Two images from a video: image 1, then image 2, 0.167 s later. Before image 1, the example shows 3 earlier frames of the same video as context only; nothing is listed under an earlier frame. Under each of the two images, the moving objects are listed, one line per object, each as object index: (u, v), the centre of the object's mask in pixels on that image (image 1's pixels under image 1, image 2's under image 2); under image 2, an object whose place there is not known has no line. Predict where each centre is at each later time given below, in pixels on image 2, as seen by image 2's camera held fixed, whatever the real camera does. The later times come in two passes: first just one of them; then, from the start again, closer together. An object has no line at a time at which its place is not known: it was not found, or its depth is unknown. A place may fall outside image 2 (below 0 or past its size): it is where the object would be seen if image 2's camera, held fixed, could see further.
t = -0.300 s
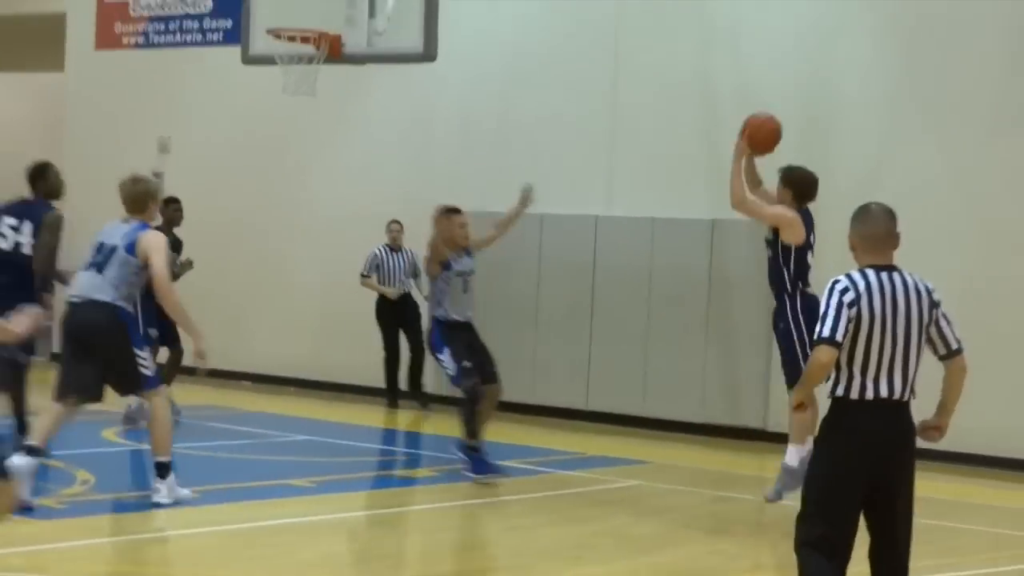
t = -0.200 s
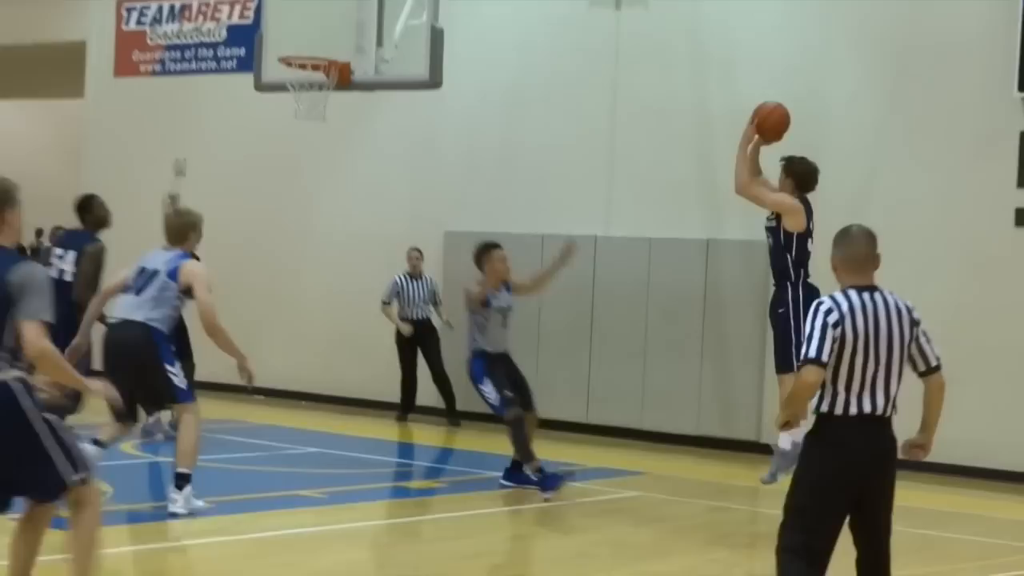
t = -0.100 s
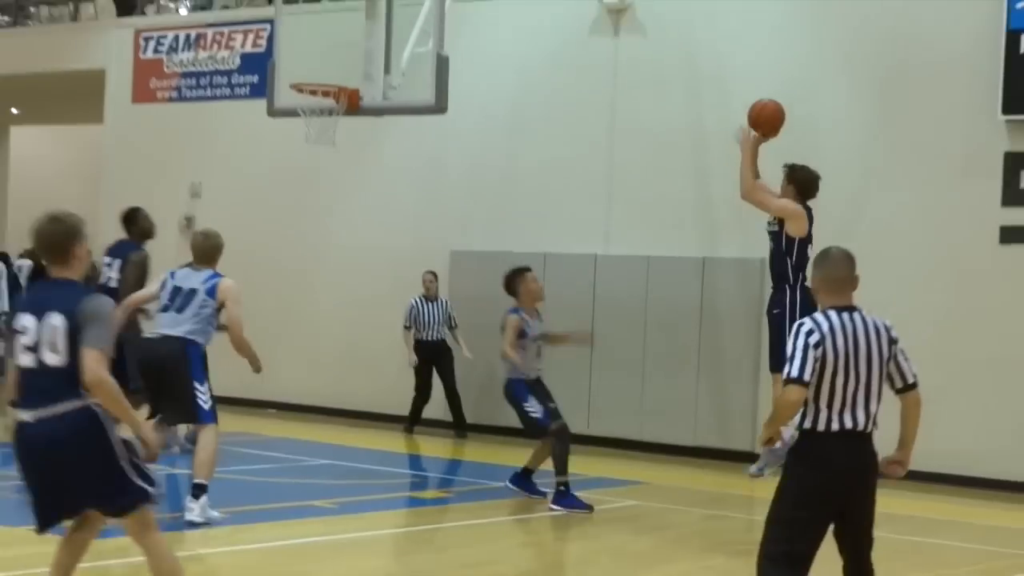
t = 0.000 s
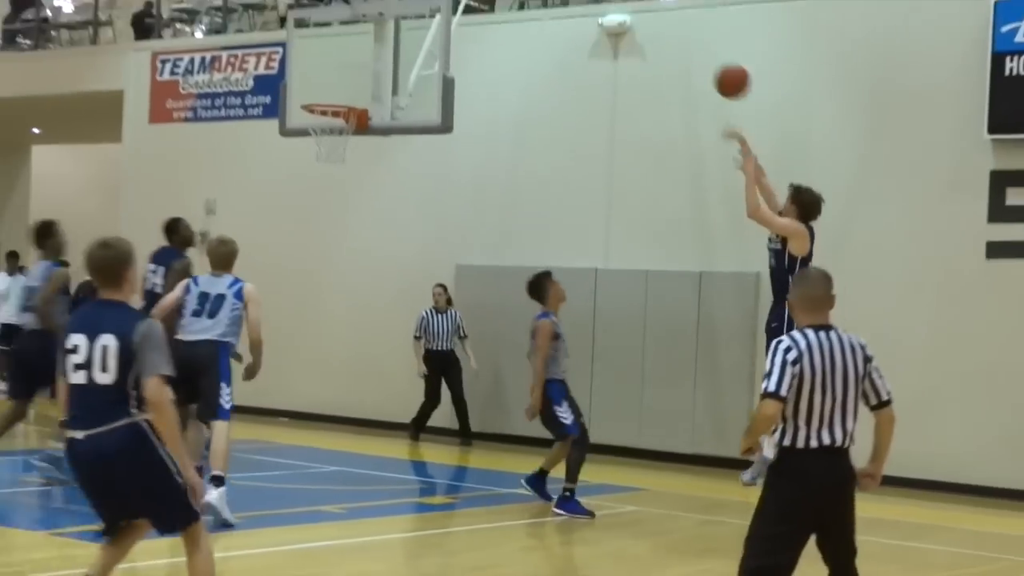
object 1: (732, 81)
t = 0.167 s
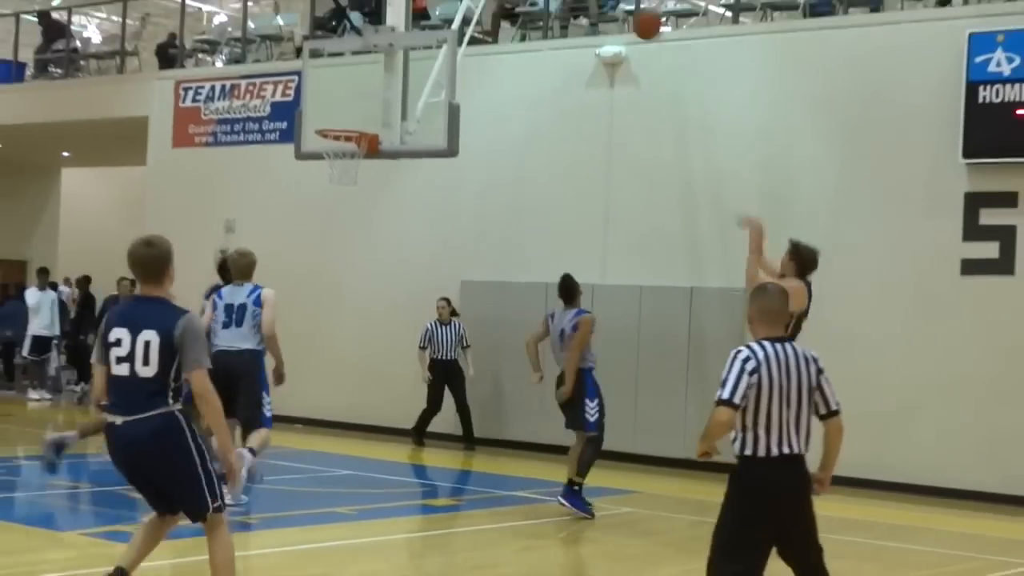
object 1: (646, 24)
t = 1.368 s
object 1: (326, 195)
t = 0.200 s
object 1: (633, 13)
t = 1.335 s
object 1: (326, 186)
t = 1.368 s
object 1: (326, 195)
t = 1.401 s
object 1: (327, 204)
